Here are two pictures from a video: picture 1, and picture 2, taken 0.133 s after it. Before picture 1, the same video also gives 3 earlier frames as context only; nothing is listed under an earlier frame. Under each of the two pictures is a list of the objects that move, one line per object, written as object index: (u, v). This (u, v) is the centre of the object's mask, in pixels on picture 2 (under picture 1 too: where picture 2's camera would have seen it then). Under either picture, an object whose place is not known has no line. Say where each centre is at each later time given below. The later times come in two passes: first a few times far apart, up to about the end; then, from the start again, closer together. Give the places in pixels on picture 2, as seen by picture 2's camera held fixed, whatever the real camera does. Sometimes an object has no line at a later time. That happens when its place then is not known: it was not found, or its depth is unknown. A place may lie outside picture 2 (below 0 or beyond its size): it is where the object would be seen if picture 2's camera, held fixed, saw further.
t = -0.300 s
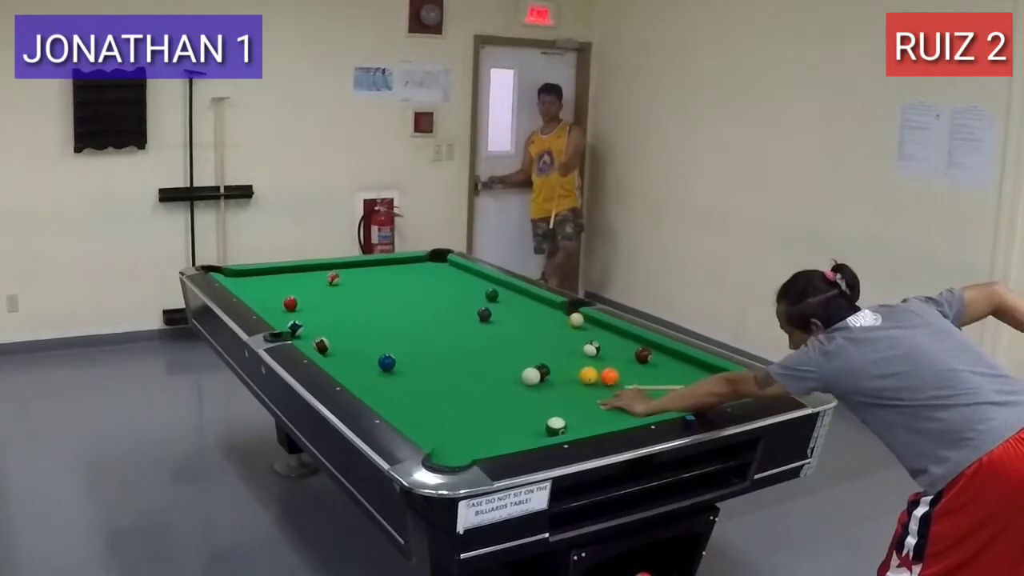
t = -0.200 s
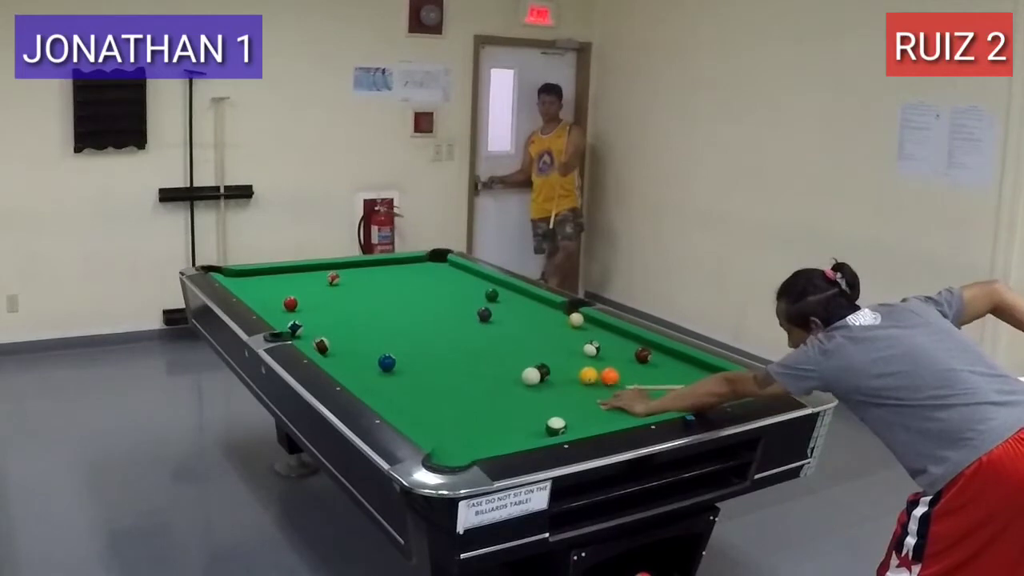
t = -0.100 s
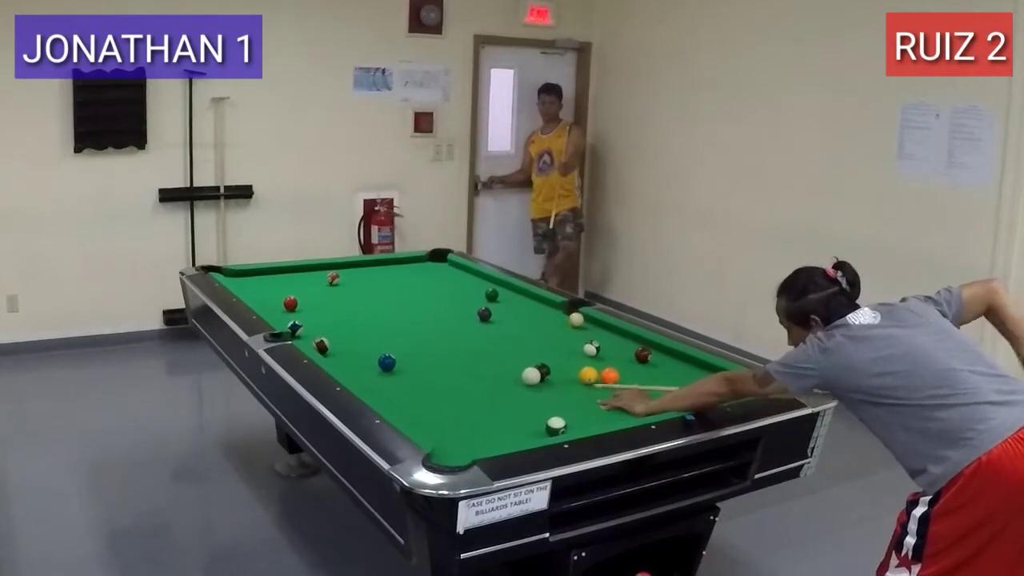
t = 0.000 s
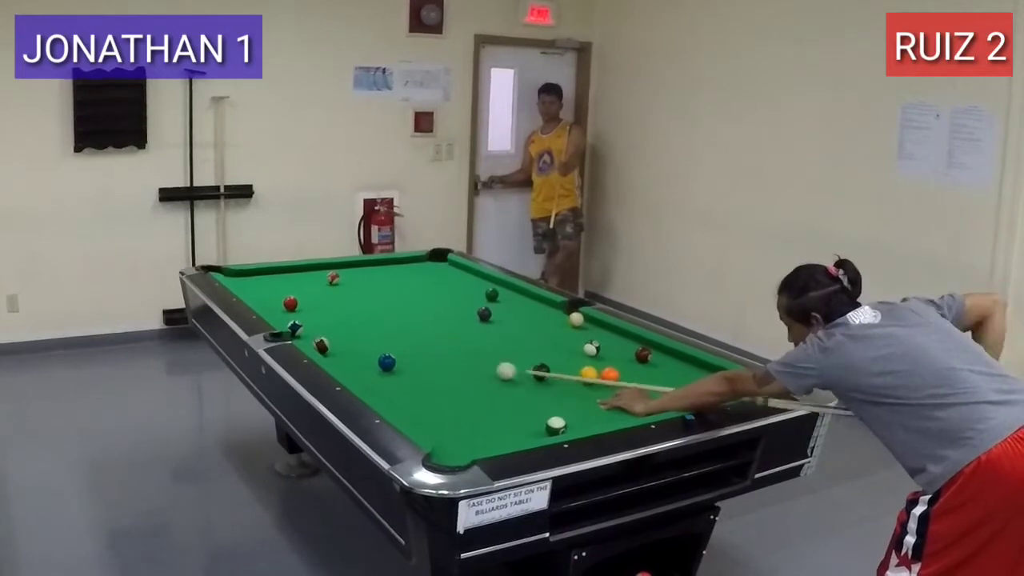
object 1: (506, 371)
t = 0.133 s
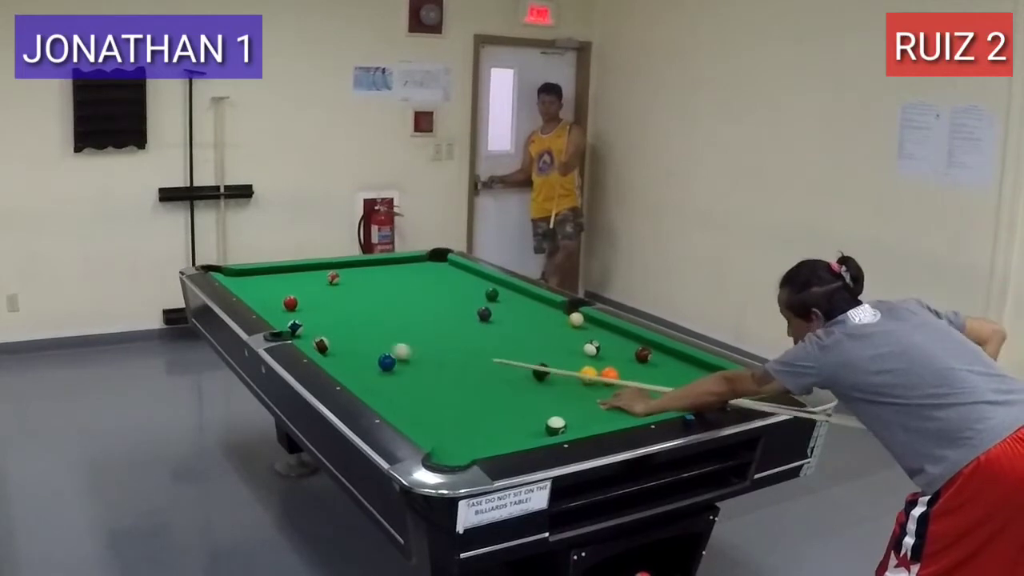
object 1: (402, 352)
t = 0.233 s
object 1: (339, 340)
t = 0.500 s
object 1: (331, 328)
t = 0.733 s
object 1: (357, 319)
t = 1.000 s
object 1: (384, 310)
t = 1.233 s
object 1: (404, 303)
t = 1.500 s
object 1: (425, 297)
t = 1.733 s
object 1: (441, 291)
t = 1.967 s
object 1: (456, 286)
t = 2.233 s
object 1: (471, 282)
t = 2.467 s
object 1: (483, 278)
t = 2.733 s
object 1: (476, 277)
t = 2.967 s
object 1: (467, 277)
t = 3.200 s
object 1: (459, 277)
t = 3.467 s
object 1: (453, 277)
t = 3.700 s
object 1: (448, 277)
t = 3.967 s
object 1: (446, 278)
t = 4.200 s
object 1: (446, 278)
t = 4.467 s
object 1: (446, 278)
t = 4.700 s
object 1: (446, 278)
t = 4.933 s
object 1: (446, 277)
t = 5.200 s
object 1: (446, 277)
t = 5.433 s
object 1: (446, 277)
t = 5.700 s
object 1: (446, 277)
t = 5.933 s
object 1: (446, 277)
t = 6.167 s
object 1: (446, 277)
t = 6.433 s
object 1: (446, 277)
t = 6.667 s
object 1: (446, 277)
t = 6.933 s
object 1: (446, 277)
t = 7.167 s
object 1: (446, 277)
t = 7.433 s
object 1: (446, 277)
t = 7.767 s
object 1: (446, 277)
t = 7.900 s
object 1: (446, 277)
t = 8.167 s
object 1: (446, 277)
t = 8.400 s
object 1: (446, 277)
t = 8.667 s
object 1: (446, 277)
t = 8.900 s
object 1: (446, 277)
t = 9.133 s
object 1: (446, 277)
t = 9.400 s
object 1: (446, 277)
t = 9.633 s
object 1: (446, 277)
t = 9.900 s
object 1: (446, 277)
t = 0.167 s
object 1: (379, 347)
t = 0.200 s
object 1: (358, 343)
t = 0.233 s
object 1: (339, 340)
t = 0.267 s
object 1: (319, 333)
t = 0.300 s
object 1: (302, 332)
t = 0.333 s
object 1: (301, 332)
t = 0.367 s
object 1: (309, 331)
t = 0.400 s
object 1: (315, 330)
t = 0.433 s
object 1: (322, 329)
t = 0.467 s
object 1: (327, 329)
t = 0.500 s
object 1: (331, 328)
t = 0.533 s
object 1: (335, 326)
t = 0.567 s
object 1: (339, 325)
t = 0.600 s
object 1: (343, 324)
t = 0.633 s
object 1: (347, 323)
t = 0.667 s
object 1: (350, 321)
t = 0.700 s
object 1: (354, 320)
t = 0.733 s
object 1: (357, 319)
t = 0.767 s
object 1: (361, 318)
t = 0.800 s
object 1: (364, 317)
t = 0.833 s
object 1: (367, 316)
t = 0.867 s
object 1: (371, 314)
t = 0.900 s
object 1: (374, 313)
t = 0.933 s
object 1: (377, 312)
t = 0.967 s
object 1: (380, 311)
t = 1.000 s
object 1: (384, 310)
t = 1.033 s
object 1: (387, 309)
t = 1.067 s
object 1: (390, 308)
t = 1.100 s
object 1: (392, 307)
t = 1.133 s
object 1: (395, 306)
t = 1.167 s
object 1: (398, 305)
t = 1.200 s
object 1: (401, 304)
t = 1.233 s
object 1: (404, 303)
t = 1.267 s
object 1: (407, 302)
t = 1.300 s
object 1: (409, 301)
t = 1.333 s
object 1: (412, 301)
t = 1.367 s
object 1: (415, 300)
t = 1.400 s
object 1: (417, 299)
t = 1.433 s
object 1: (420, 298)
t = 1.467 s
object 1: (422, 298)
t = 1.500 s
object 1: (425, 297)
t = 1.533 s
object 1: (427, 296)
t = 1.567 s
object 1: (430, 295)
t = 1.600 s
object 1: (432, 294)
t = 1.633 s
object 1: (434, 294)
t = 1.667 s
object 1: (437, 293)
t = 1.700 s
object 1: (439, 292)
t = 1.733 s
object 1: (441, 291)
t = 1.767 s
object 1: (443, 290)
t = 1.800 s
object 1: (446, 290)
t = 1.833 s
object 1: (448, 289)
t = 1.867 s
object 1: (450, 289)
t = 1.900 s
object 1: (452, 288)
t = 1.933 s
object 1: (454, 287)
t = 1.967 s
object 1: (456, 286)
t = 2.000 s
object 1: (458, 286)
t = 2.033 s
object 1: (460, 285)
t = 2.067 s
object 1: (462, 284)
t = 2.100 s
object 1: (464, 284)
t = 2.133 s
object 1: (466, 283)
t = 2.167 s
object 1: (467, 283)
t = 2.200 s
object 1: (469, 282)
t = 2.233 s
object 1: (471, 282)
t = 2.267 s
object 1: (474, 281)
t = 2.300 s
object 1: (476, 281)
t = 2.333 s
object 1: (477, 280)
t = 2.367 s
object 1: (479, 280)
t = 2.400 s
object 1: (480, 279)
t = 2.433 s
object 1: (482, 278)
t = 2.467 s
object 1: (483, 278)
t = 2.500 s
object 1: (485, 277)
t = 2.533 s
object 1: (485, 277)
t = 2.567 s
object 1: (483, 277)
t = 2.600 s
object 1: (482, 277)
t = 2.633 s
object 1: (480, 277)
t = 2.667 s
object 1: (479, 277)
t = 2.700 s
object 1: (477, 277)
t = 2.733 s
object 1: (476, 277)
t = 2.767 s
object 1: (474, 277)
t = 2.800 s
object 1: (473, 277)
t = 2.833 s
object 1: (472, 277)
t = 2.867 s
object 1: (470, 277)
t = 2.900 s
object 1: (469, 277)
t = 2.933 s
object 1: (467, 277)
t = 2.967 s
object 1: (467, 277)
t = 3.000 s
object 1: (465, 277)
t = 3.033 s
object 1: (464, 277)
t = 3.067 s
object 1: (463, 277)
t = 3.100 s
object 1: (462, 277)
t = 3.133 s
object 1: (461, 277)
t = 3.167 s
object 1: (460, 277)
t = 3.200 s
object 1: (459, 277)
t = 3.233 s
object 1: (458, 277)
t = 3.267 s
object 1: (457, 277)
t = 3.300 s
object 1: (456, 277)
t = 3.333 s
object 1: (455, 277)
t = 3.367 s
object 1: (454, 277)
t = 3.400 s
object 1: (453, 277)
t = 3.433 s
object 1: (453, 277)
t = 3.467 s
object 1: (453, 277)
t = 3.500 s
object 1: (452, 277)
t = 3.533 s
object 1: (451, 277)
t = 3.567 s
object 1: (450, 277)
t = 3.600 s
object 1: (449, 277)
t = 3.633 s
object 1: (449, 277)
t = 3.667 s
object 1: (449, 277)
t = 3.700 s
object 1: (448, 277)
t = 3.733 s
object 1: (448, 277)
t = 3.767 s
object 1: (448, 277)
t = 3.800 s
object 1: (447, 277)
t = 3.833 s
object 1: (447, 277)
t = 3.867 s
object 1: (447, 277)
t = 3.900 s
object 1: (446, 278)
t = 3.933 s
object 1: (446, 277)
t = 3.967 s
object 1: (446, 278)
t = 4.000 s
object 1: (446, 278)
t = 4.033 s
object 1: (446, 278)
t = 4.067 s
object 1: (446, 278)
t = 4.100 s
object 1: (446, 278)
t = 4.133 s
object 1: (446, 278)
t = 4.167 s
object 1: (446, 278)
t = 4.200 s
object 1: (446, 278)
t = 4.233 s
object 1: (446, 278)
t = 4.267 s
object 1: (446, 278)
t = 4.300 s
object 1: (446, 278)
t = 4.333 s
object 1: (446, 278)
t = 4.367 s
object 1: (446, 278)
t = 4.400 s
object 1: (446, 278)
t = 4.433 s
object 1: (446, 278)
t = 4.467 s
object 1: (446, 278)
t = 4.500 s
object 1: (446, 278)
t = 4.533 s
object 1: (446, 278)
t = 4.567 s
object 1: (446, 278)
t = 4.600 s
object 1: (446, 277)
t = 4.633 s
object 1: (446, 278)
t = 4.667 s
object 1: (446, 277)
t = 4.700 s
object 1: (446, 278)
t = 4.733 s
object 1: (446, 277)
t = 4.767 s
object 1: (446, 278)
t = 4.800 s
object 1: (446, 277)
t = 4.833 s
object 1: (446, 278)
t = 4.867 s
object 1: (446, 277)
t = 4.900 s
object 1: (446, 277)
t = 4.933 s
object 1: (446, 277)
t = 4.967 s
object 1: (446, 278)
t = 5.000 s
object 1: (446, 277)
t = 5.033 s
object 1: (446, 277)
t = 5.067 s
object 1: (446, 277)
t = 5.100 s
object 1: (446, 277)
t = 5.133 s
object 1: (446, 277)
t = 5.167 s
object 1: (446, 277)
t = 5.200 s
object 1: (446, 277)
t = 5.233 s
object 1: (446, 277)
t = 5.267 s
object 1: (446, 277)
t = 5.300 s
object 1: (446, 277)
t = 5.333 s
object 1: (446, 277)
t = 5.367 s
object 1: (446, 277)
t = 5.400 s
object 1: (446, 277)
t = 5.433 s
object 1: (446, 277)
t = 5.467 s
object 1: (446, 277)
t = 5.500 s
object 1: (446, 277)
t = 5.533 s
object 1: (446, 277)
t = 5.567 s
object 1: (446, 277)
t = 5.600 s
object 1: (446, 277)
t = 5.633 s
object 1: (446, 277)
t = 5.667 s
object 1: (446, 277)
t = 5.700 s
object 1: (446, 277)
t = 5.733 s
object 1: (446, 277)
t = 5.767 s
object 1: (446, 277)
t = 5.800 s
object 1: (446, 277)
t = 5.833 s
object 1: (446, 277)
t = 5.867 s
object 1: (446, 277)
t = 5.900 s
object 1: (446, 277)
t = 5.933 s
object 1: (446, 277)
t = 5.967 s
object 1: (446, 277)
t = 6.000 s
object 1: (446, 277)
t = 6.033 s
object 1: (446, 277)
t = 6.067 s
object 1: (446, 277)
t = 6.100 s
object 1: (446, 277)
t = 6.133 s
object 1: (446, 277)
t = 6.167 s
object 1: (446, 277)
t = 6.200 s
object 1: (446, 277)
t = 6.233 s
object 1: (446, 277)
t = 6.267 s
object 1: (446, 277)
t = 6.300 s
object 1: (446, 277)
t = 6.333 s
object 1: (446, 277)
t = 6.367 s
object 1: (446, 278)
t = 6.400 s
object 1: (446, 277)
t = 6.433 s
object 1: (446, 277)
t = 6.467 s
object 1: (446, 277)
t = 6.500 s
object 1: (446, 277)
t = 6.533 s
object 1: (446, 278)
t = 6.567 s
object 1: (446, 278)
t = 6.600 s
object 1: (446, 277)
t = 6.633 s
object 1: (446, 278)
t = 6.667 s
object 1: (446, 277)
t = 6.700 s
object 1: (446, 277)
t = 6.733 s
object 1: (446, 277)
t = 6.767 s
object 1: (446, 278)
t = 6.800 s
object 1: (446, 277)
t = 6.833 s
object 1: (446, 277)
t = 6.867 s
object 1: (446, 277)
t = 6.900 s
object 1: (446, 277)
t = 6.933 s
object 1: (446, 277)
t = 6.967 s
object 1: (446, 277)
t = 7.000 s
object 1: (446, 277)
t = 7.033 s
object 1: (446, 277)
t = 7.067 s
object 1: (446, 278)
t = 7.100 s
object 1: (446, 277)
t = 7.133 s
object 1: (446, 277)
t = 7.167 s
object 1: (446, 277)
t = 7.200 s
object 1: (442, 277)
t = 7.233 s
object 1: (446, 277)
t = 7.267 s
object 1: (446, 278)
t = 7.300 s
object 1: (446, 278)
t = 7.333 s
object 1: (446, 277)
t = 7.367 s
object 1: (446, 277)
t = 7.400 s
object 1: (446, 278)
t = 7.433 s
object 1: (446, 277)
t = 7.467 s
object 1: (446, 277)
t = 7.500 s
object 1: (446, 277)
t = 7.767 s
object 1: (446, 277)
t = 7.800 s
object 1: (446, 277)
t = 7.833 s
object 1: (446, 277)
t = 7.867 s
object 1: (446, 277)
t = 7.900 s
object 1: (446, 277)
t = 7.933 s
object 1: (446, 277)
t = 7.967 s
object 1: (446, 277)
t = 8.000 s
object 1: (446, 277)
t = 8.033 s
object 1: (446, 277)
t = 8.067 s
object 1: (446, 277)
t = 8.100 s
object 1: (446, 277)
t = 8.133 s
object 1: (446, 277)
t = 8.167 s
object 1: (446, 277)
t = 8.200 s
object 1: (446, 277)
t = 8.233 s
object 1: (446, 277)
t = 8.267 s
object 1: (446, 277)
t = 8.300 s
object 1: (446, 277)
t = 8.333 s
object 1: (446, 277)
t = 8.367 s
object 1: (446, 277)
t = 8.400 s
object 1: (446, 277)
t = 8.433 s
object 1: (446, 277)
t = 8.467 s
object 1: (446, 277)
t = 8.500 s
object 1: (446, 277)
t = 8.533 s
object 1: (446, 277)
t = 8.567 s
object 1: (446, 277)
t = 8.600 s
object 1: (446, 277)
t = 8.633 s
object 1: (446, 277)
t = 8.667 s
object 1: (446, 277)
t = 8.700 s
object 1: (446, 277)
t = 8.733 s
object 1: (446, 277)
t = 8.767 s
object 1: (446, 277)
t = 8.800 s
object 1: (446, 277)
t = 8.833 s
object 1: (446, 277)
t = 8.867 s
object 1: (446, 277)
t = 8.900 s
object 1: (446, 277)
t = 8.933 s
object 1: (446, 277)
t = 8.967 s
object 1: (446, 277)
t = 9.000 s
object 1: (446, 277)
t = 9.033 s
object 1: (446, 277)
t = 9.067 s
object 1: (446, 277)
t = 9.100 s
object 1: (446, 277)
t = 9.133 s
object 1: (446, 277)
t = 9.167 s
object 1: (446, 277)
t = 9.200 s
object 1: (446, 277)
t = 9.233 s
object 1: (446, 277)
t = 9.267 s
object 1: (446, 277)
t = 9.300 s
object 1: (446, 277)
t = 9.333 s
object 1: (446, 277)
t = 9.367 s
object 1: (446, 277)
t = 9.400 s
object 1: (446, 277)
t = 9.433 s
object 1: (446, 277)
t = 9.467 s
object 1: (446, 277)
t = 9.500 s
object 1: (446, 277)
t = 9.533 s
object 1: (446, 277)
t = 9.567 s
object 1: (446, 277)
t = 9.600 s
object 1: (446, 277)
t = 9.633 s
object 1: (446, 277)
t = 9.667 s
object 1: (446, 277)
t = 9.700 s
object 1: (446, 277)
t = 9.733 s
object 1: (446, 277)
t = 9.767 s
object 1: (446, 277)
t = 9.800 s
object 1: (446, 277)
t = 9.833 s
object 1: (446, 277)
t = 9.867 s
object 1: (446, 277)
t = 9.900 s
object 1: (446, 277)
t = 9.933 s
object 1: (446, 277)
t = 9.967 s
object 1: (446, 277)
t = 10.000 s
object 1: (446, 277)
